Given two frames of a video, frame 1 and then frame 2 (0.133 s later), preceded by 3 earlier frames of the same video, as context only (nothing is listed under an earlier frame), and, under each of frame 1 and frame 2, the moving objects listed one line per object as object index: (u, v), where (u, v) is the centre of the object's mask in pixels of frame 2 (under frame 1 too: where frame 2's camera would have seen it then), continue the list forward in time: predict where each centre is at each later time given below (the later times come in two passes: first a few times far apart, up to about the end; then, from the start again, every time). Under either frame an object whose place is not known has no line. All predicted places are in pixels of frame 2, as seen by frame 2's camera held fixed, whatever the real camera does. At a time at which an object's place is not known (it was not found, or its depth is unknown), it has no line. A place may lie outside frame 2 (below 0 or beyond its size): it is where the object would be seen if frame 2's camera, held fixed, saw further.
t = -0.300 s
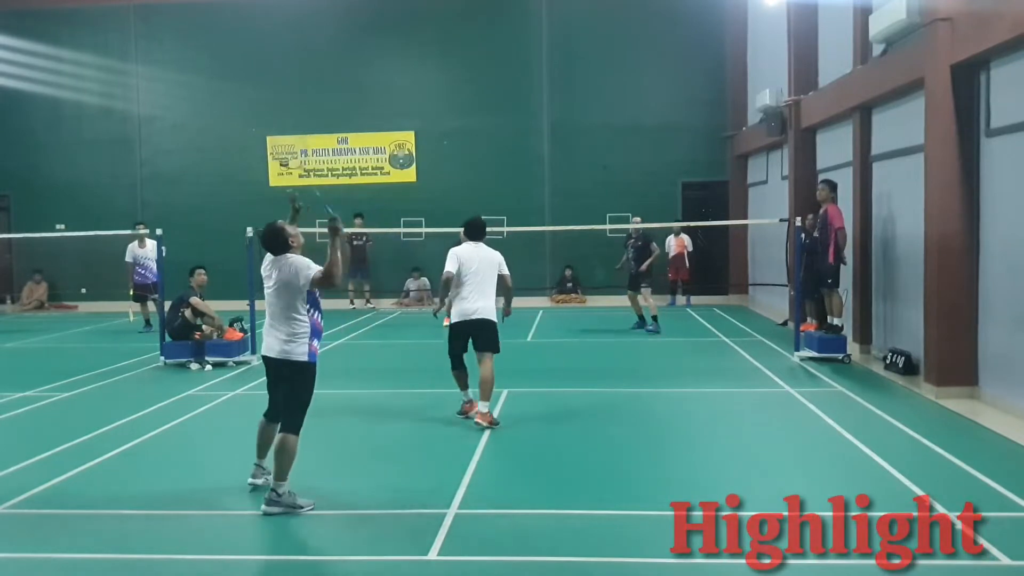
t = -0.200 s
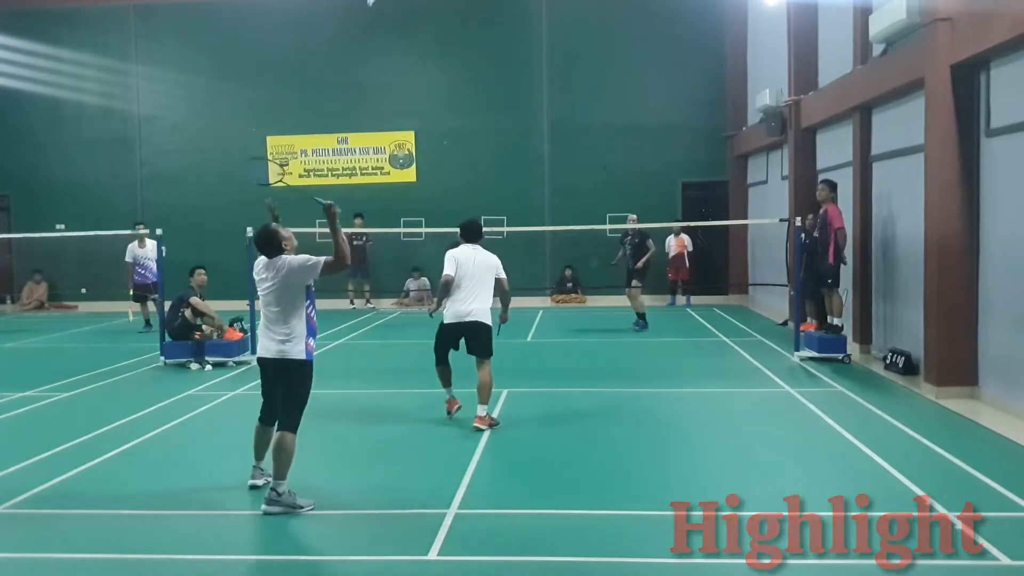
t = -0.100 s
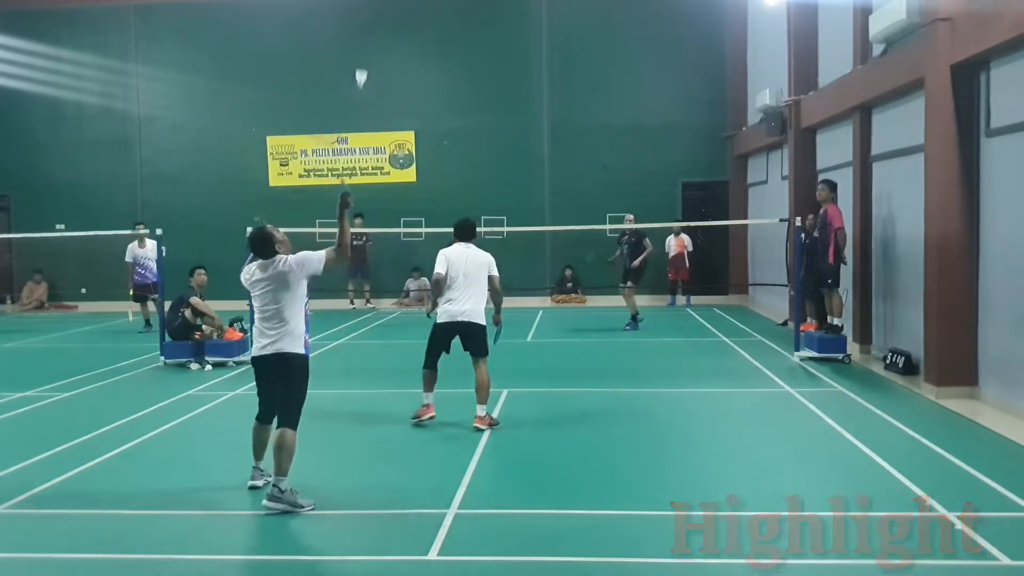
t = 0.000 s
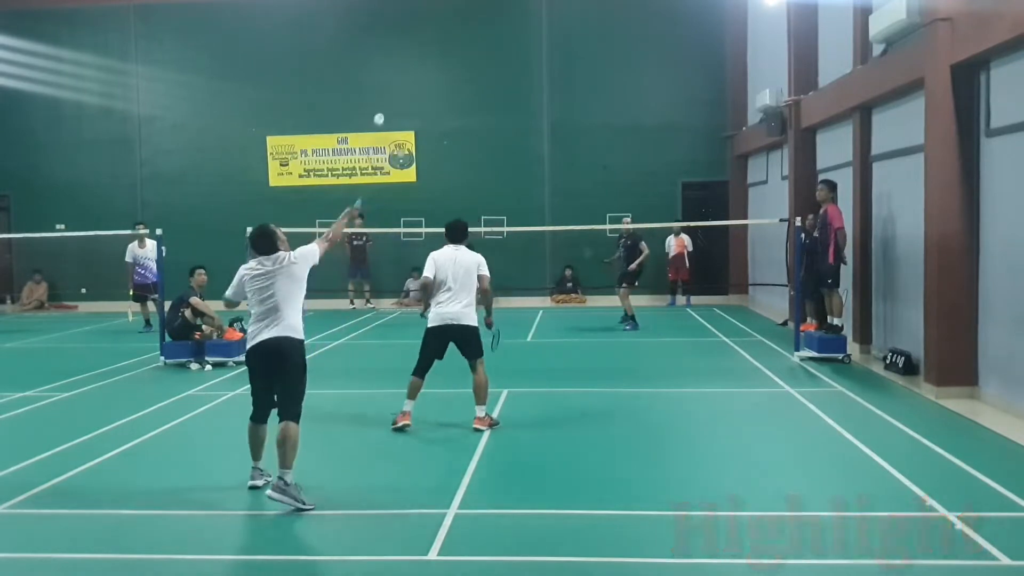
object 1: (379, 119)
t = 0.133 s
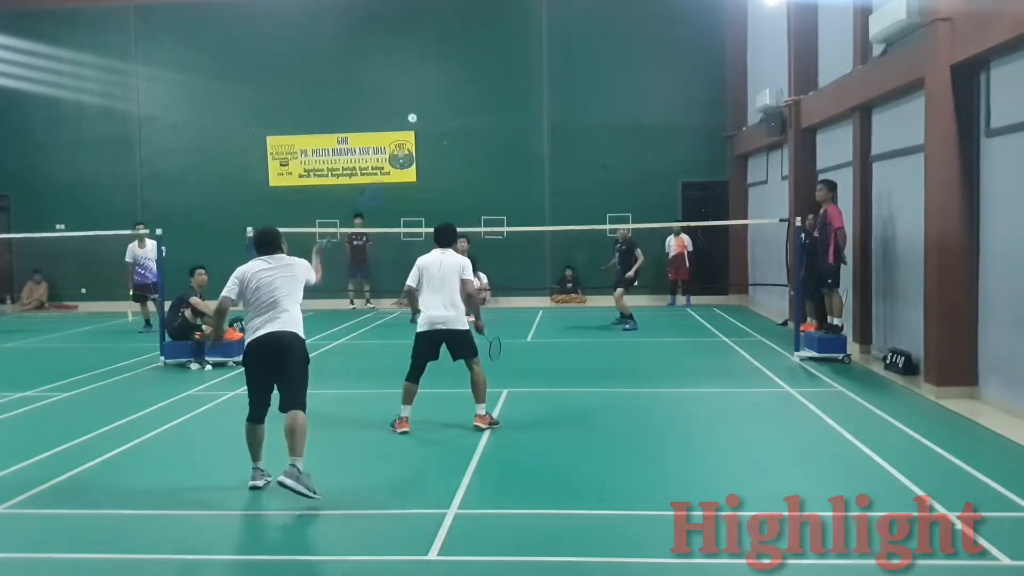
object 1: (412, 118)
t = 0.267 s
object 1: (430, 132)
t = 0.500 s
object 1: (452, 181)
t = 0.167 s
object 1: (417, 120)
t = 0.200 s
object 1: (422, 124)
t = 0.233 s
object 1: (427, 128)
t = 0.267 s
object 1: (430, 132)
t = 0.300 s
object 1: (434, 138)
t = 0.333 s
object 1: (438, 144)
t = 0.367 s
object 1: (441, 151)
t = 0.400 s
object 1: (444, 157)
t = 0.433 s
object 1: (447, 165)
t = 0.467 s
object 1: (450, 173)
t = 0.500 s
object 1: (452, 181)
